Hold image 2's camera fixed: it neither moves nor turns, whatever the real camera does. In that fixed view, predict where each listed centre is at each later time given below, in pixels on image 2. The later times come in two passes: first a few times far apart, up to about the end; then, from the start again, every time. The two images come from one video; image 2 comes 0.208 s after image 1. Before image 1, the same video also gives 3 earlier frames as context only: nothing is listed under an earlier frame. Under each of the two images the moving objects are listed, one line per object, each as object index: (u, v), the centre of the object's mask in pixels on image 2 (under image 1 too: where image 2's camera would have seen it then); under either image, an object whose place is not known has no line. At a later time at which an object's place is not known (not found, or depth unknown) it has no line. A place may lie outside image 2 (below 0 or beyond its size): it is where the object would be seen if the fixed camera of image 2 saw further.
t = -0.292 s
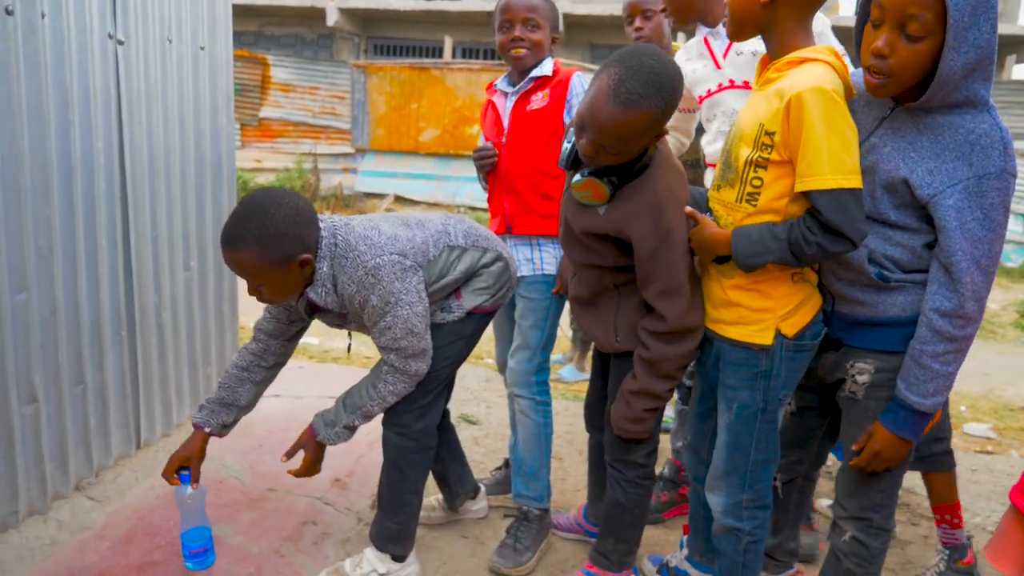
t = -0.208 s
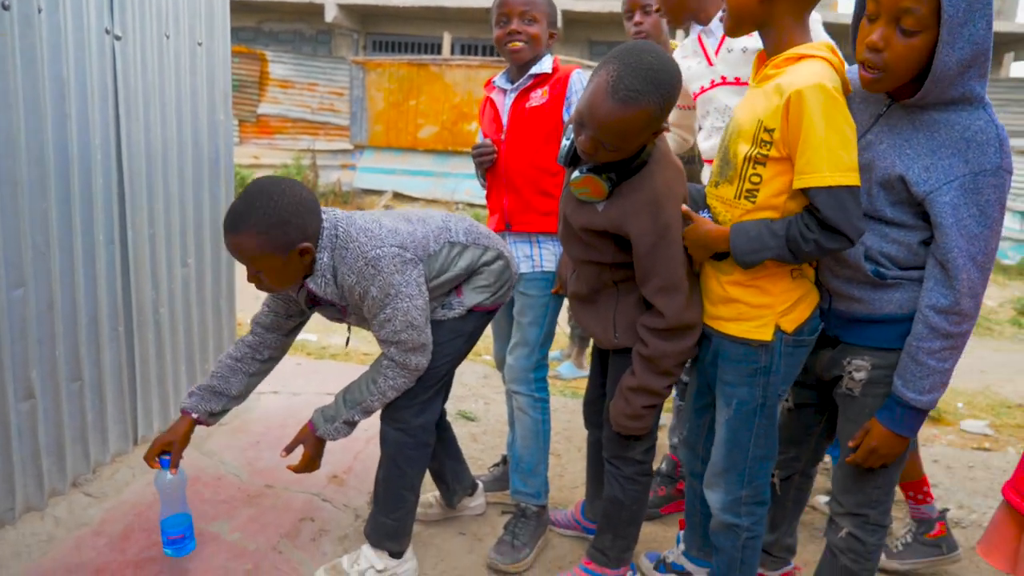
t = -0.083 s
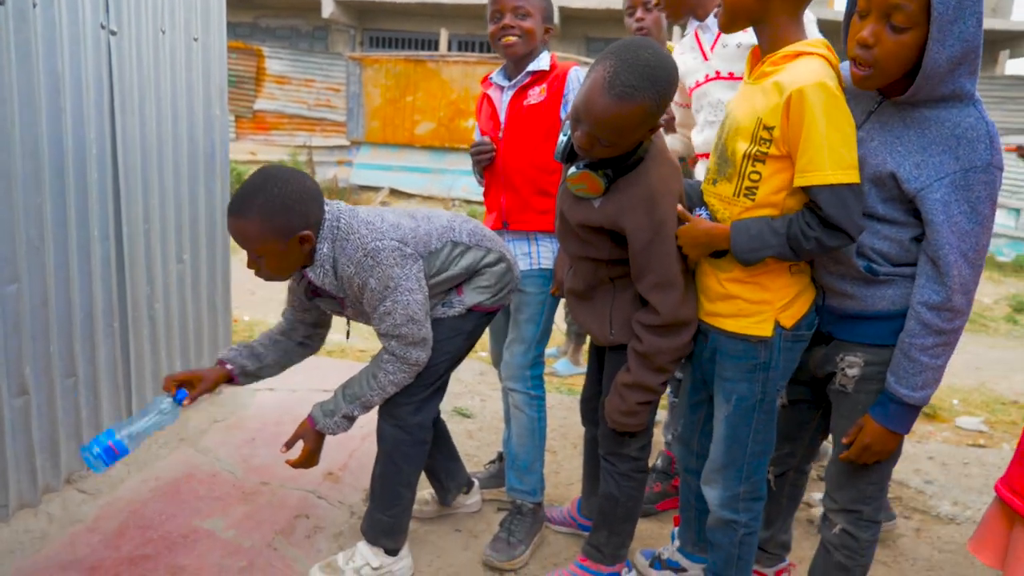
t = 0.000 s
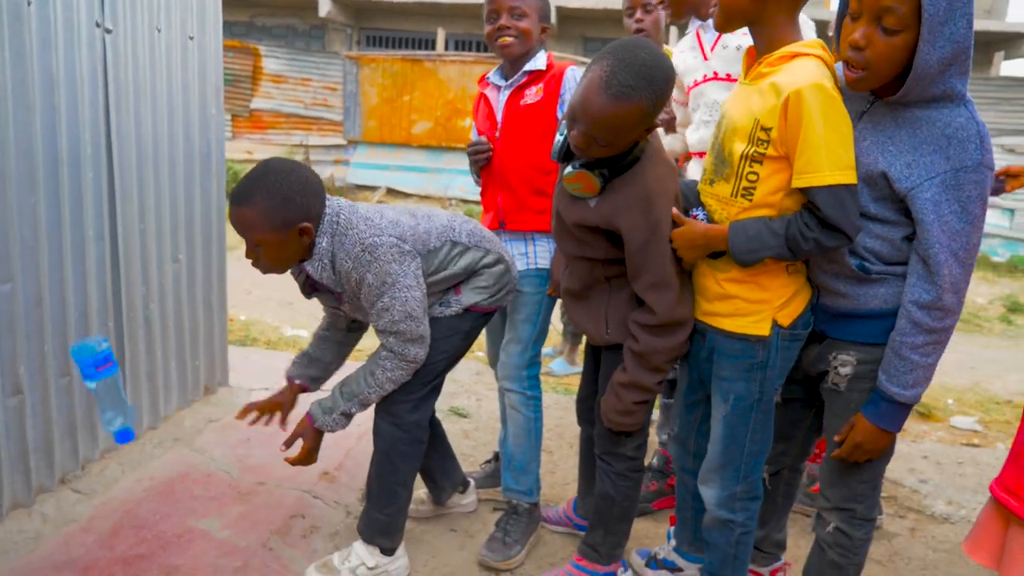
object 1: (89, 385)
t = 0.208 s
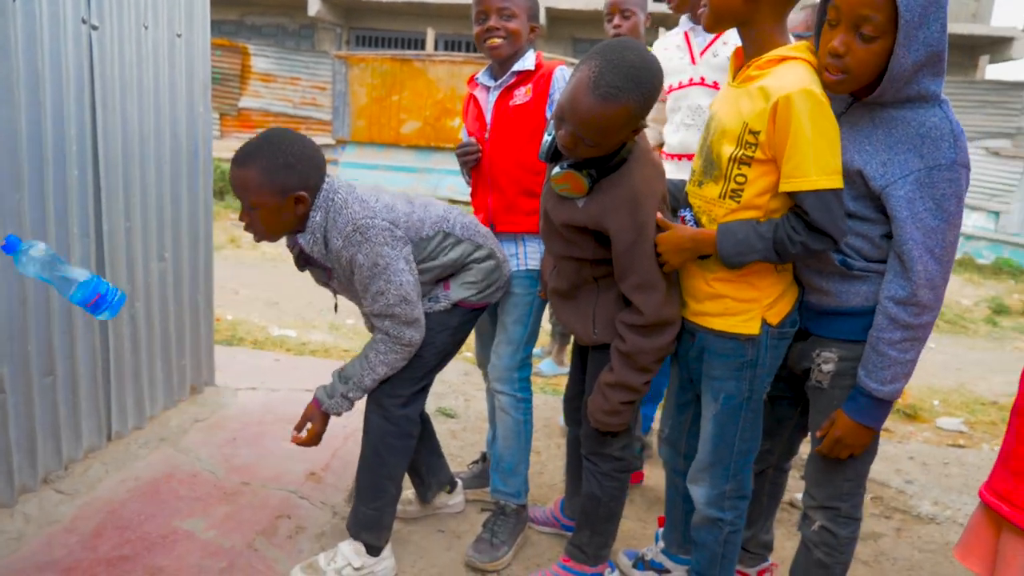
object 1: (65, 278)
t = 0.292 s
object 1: (75, 308)
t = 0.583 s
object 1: (121, 543)
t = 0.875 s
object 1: (135, 533)
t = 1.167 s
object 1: (132, 530)
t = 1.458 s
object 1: (133, 531)
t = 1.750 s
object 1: (131, 531)
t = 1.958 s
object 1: (131, 531)
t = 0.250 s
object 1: (71, 288)
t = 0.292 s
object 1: (75, 308)
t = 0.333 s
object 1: (79, 337)
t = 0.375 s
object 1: (83, 375)
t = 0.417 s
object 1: (88, 419)
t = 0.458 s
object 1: (93, 471)
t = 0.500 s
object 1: (98, 529)
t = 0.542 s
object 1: (107, 552)
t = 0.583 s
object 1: (121, 543)
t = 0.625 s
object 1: (132, 538)
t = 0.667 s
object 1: (137, 538)
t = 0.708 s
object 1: (137, 537)
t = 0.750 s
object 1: (137, 536)
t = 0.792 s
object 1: (136, 535)
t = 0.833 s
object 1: (135, 534)
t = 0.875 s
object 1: (135, 533)
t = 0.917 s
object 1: (134, 532)
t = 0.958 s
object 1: (134, 532)
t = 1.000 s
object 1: (133, 531)
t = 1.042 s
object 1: (132, 531)
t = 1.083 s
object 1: (132, 530)
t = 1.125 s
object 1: (132, 530)
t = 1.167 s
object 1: (132, 530)
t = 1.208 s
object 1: (132, 529)
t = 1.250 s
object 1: (131, 530)
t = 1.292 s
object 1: (132, 531)
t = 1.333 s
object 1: (133, 531)
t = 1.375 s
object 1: (132, 531)
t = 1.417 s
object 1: (133, 531)
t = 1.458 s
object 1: (133, 531)
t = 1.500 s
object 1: (133, 531)
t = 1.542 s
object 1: (132, 532)
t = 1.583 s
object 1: (132, 531)
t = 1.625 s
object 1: (132, 531)
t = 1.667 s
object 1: (131, 530)
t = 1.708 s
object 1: (131, 531)
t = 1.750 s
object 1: (131, 531)
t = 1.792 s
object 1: (131, 531)
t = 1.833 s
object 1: (131, 531)
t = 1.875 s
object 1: (132, 531)
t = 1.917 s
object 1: (131, 531)
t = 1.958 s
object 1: (131, 531)
